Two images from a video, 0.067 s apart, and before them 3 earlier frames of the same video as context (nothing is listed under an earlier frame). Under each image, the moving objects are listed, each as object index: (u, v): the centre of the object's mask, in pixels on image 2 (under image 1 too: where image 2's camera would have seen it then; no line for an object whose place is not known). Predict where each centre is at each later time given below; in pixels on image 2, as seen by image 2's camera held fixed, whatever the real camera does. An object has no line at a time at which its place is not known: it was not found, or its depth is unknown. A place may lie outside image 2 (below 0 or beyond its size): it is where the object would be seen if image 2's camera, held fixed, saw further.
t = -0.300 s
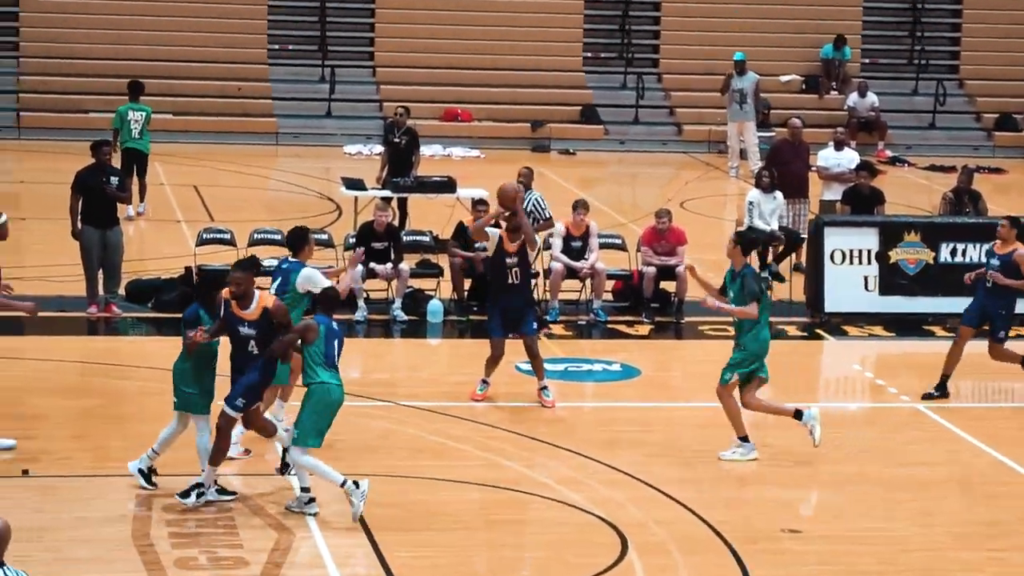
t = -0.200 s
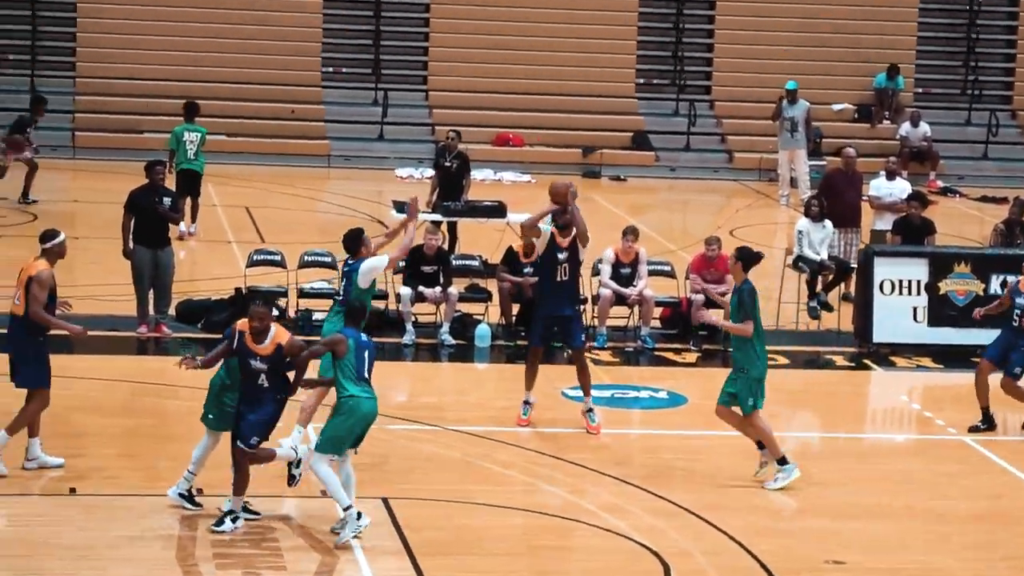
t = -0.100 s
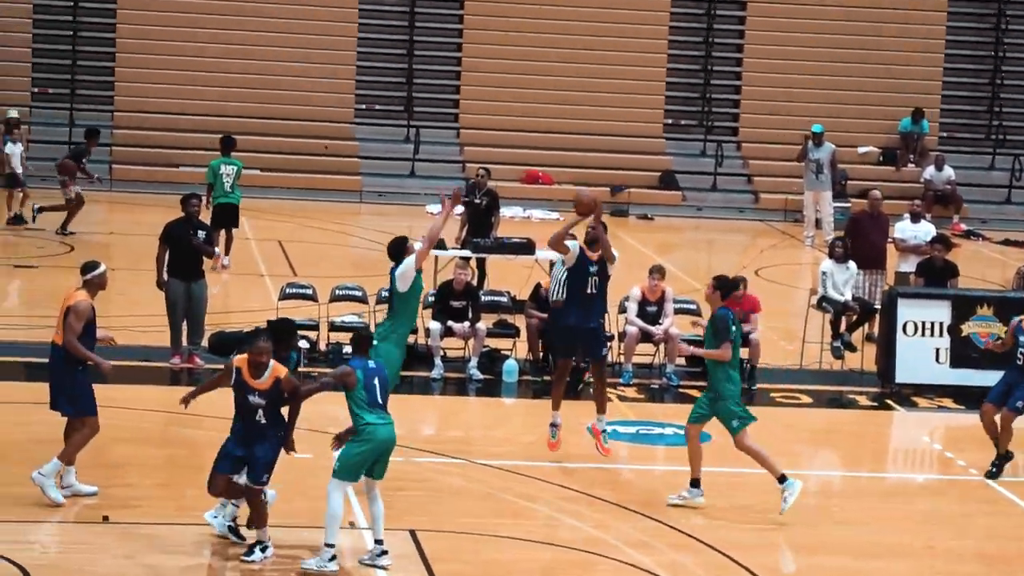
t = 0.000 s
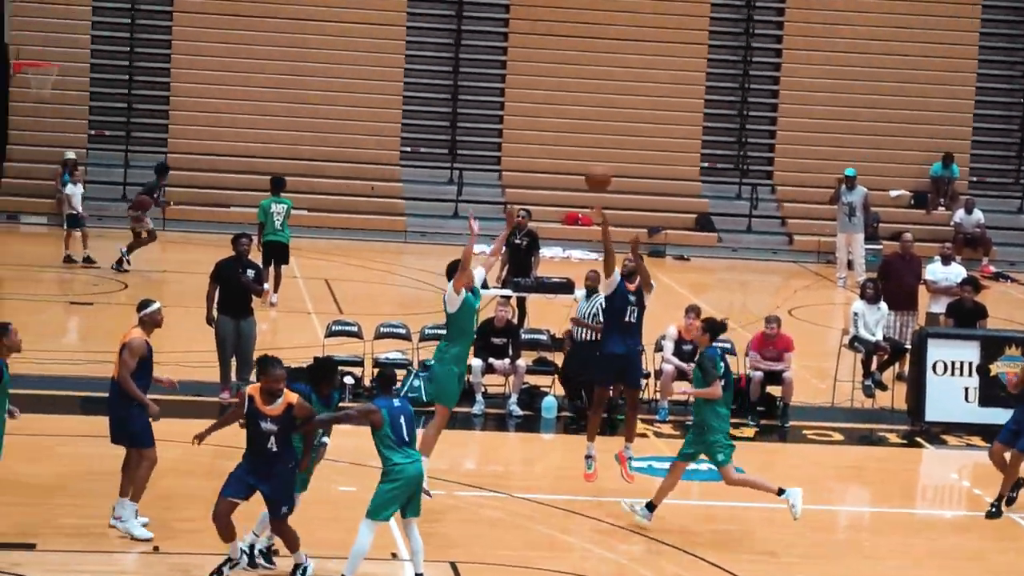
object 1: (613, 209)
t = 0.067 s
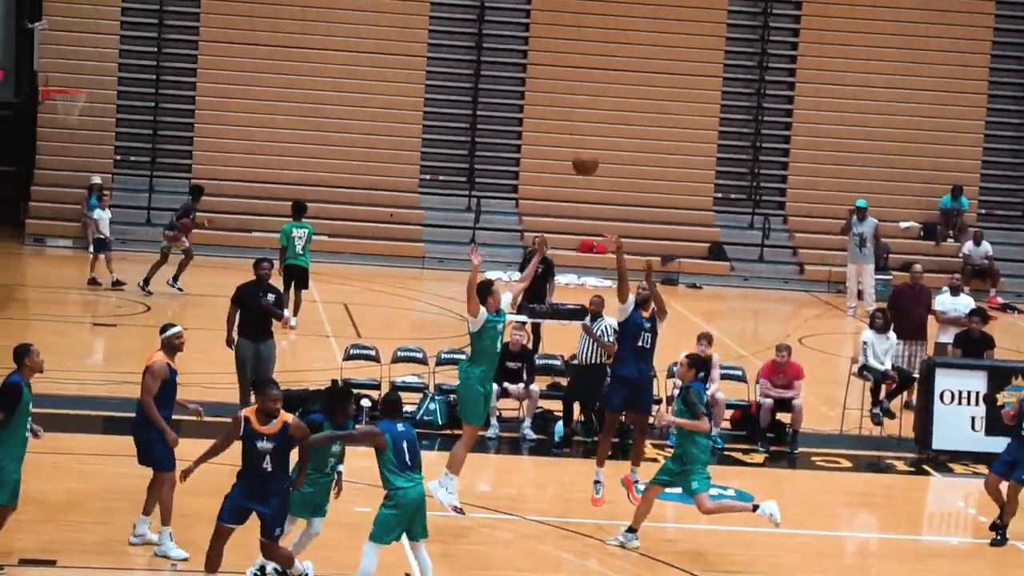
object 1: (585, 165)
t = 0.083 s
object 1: (578, 155)
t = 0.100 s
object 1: (571, 143)
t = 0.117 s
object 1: (564, 134)
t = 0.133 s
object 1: (557, 126)
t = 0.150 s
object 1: (551, 116)
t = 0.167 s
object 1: (544, 106)
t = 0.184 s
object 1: (538, 100)
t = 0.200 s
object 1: (529, 89)
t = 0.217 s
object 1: (522, 83)
